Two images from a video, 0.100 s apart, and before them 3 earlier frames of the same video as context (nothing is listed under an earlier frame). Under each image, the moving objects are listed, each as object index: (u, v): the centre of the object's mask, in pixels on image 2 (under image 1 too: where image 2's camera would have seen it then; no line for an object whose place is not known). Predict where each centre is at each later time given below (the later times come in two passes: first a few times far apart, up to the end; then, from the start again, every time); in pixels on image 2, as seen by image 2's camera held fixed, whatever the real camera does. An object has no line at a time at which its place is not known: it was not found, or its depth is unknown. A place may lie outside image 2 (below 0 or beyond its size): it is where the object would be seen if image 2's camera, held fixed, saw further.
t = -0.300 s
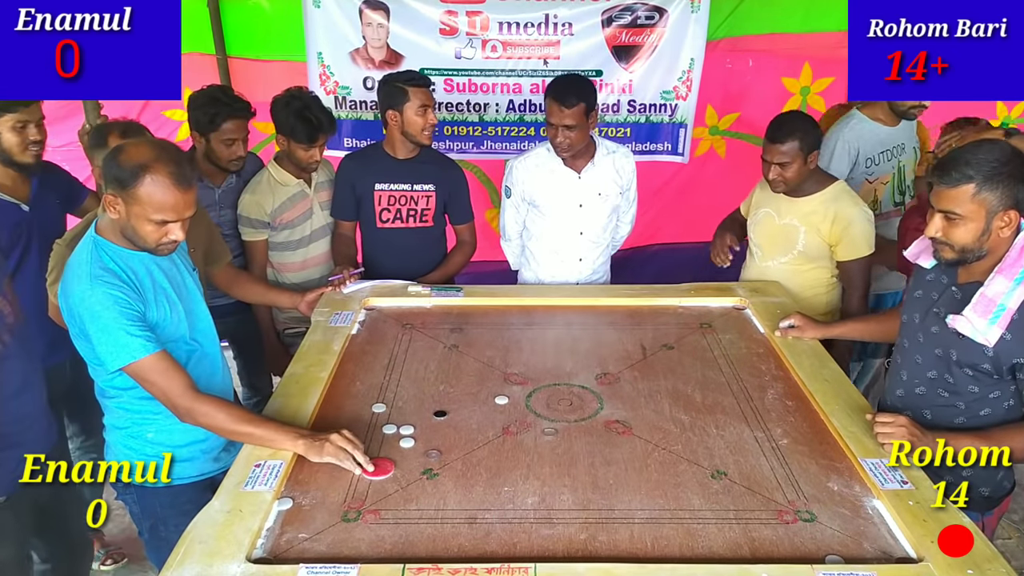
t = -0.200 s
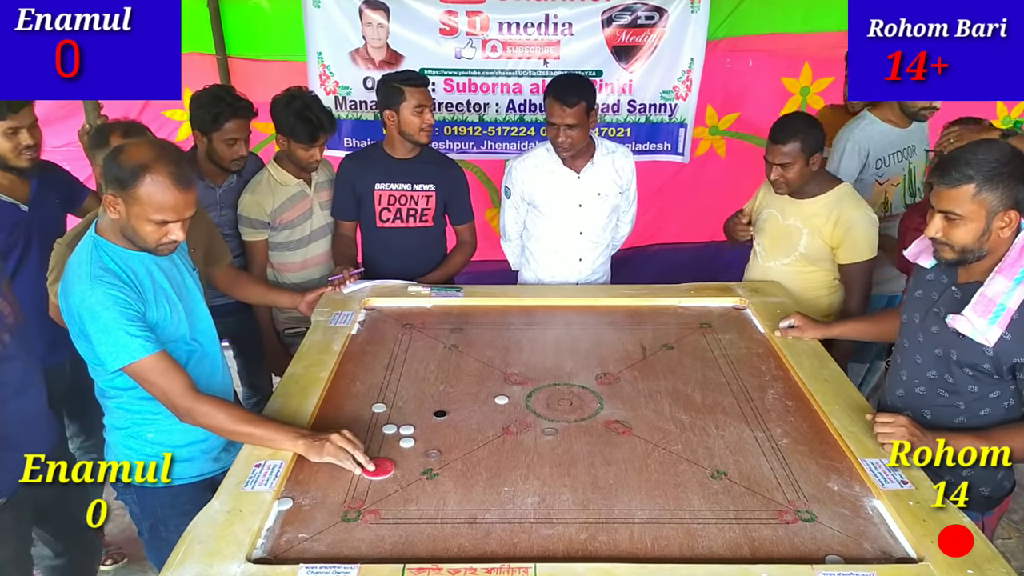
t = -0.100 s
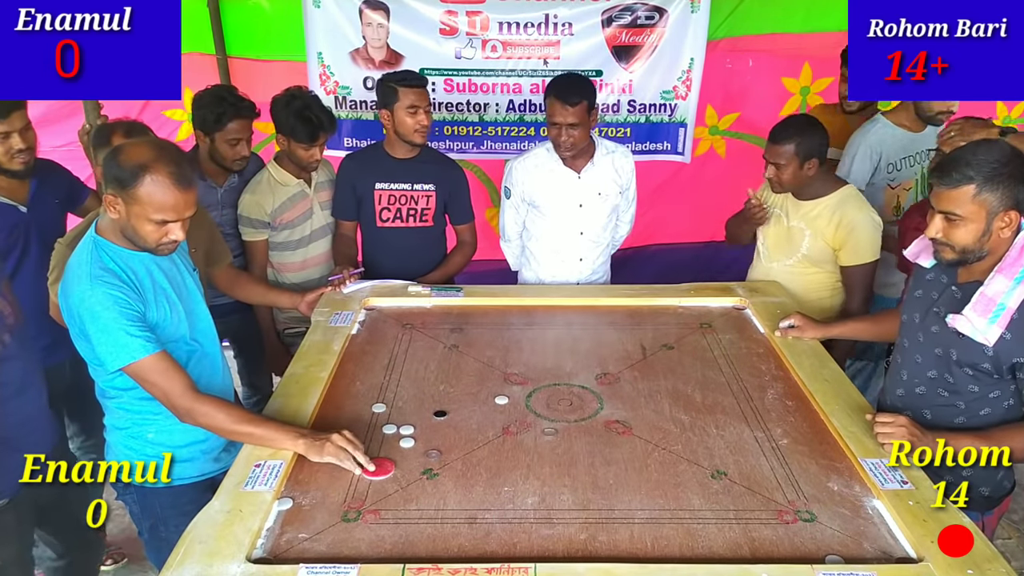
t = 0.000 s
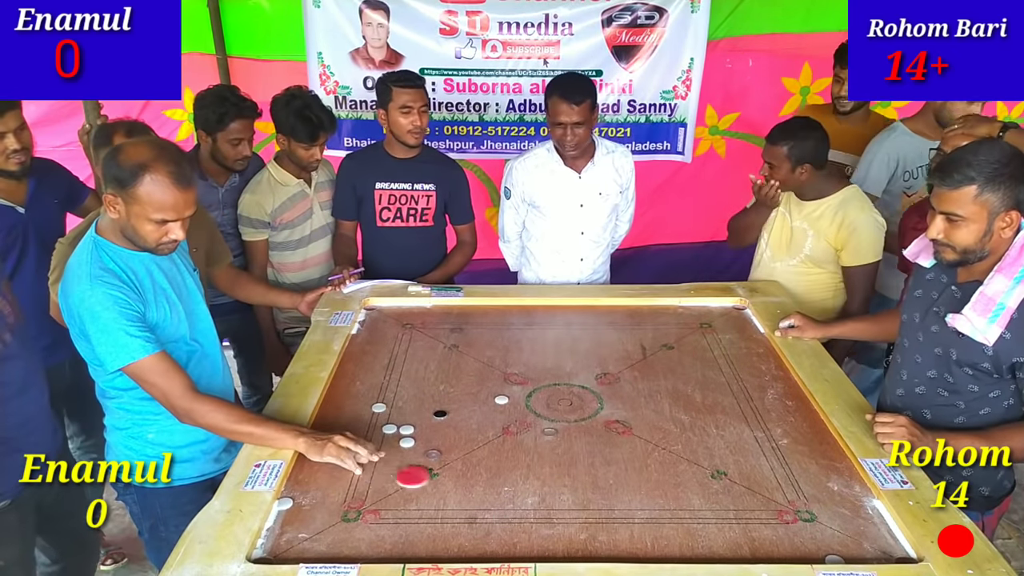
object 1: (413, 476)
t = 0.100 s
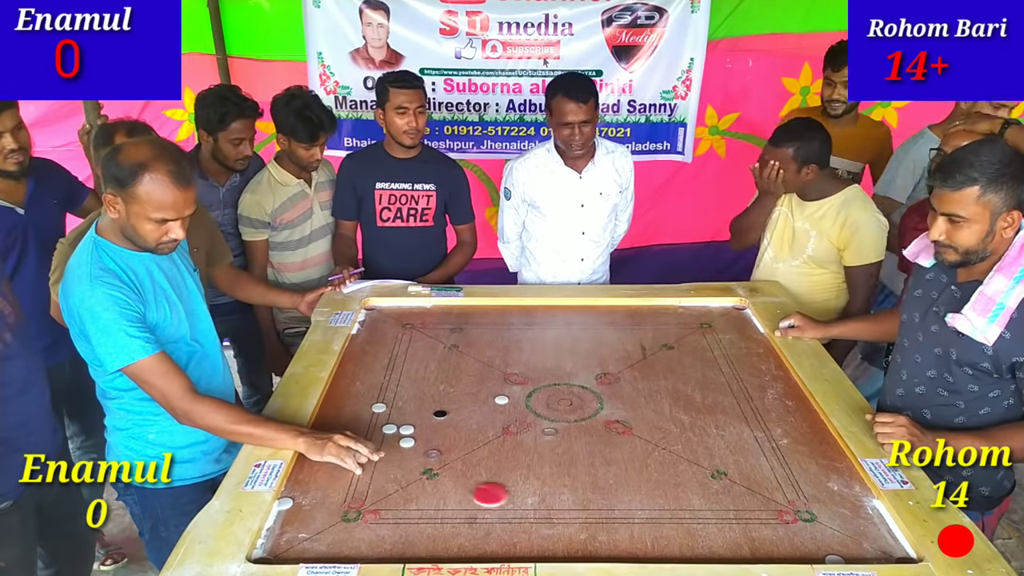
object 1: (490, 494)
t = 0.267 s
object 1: (618, 523)
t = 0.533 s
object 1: (804, 554)
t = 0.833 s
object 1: (882, 542)
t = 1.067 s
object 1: (885, 539)
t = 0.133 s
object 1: (516, 500)
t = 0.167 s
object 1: (542, 506)
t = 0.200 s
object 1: (567, 512)
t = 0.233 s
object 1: (593, 517)
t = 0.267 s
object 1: (618, 523)
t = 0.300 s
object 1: (643, 528)
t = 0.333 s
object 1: (668, 534)
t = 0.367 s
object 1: (692, 539)
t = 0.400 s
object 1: (717, 544)
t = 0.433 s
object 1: (741, 549)
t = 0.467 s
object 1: (763, 552)
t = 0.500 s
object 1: (786, 554)
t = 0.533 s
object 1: (804, 554)
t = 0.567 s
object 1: (816, 553)
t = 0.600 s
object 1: (827, 552)
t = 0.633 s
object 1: (839, 551)
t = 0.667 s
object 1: (847, 549)
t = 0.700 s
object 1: (856, 548)
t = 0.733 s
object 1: (864, 547)
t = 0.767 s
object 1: (870, 545)
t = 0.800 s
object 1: (876, 543)
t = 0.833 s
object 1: (882, 542)
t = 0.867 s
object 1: (886, 541)
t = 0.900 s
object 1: (886, 540)
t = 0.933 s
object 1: (885, 540)
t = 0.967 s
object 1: (885, 539)
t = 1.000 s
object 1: (885, 539)
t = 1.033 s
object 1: (885, 539)
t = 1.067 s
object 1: (885, 539)
